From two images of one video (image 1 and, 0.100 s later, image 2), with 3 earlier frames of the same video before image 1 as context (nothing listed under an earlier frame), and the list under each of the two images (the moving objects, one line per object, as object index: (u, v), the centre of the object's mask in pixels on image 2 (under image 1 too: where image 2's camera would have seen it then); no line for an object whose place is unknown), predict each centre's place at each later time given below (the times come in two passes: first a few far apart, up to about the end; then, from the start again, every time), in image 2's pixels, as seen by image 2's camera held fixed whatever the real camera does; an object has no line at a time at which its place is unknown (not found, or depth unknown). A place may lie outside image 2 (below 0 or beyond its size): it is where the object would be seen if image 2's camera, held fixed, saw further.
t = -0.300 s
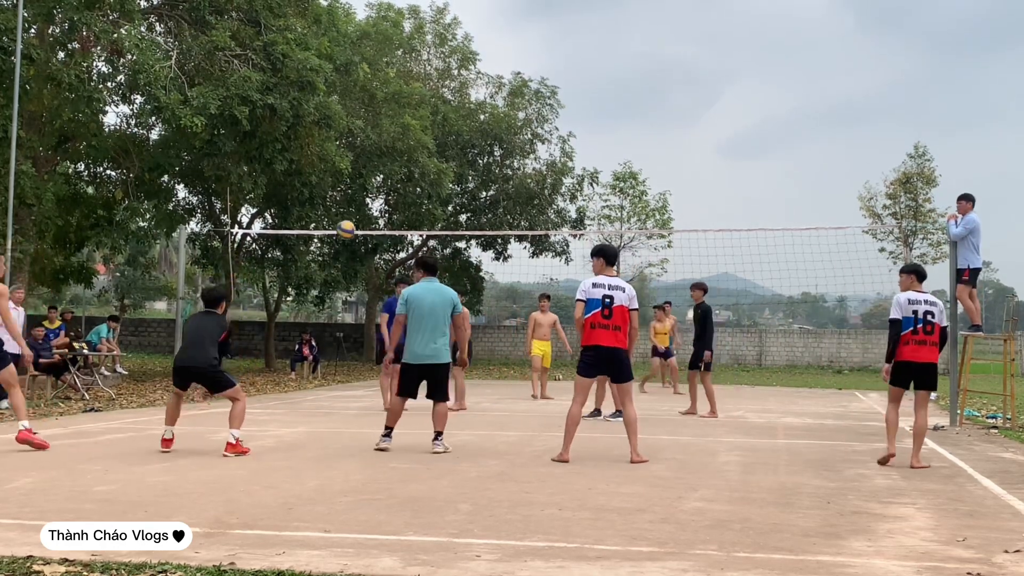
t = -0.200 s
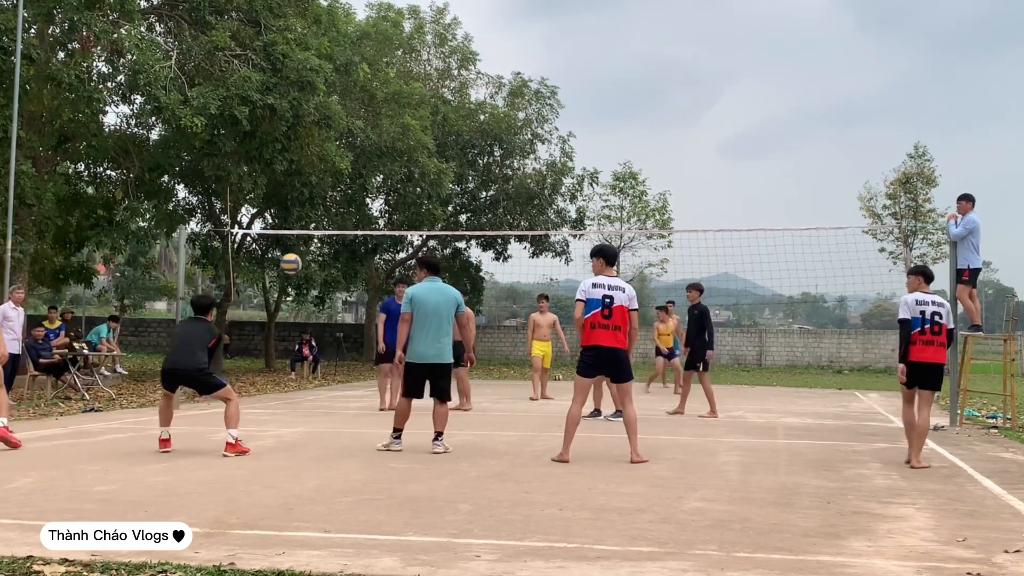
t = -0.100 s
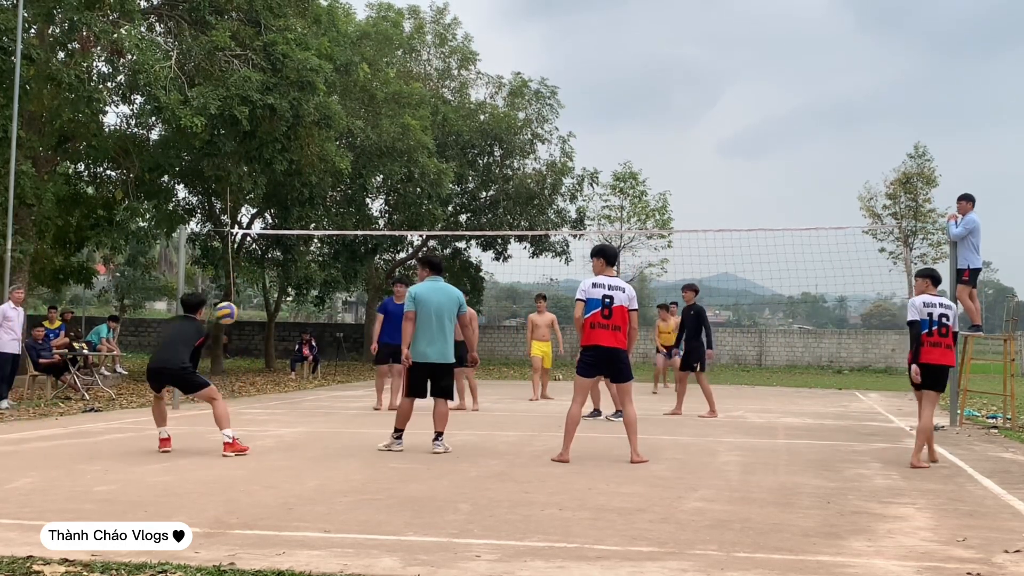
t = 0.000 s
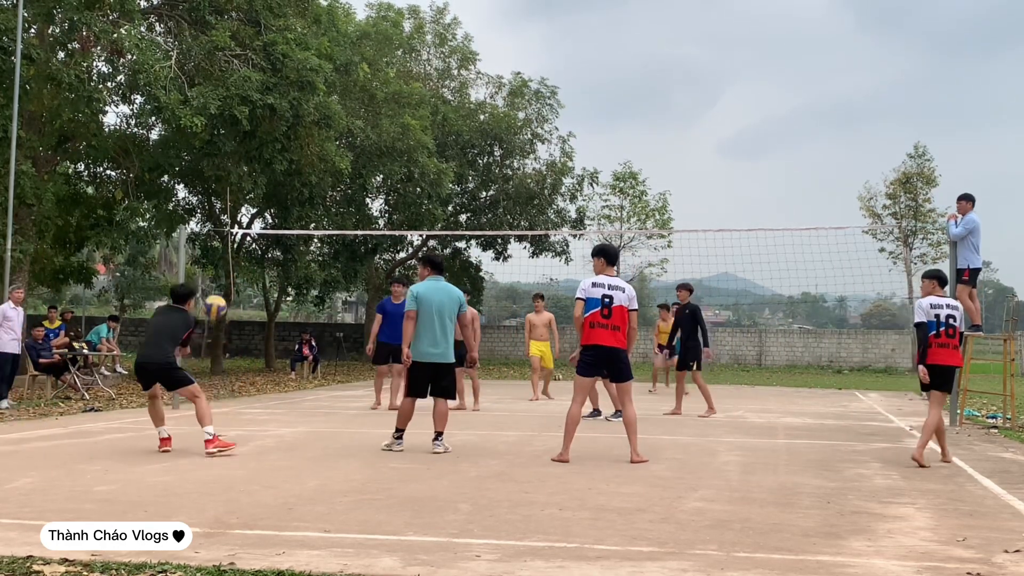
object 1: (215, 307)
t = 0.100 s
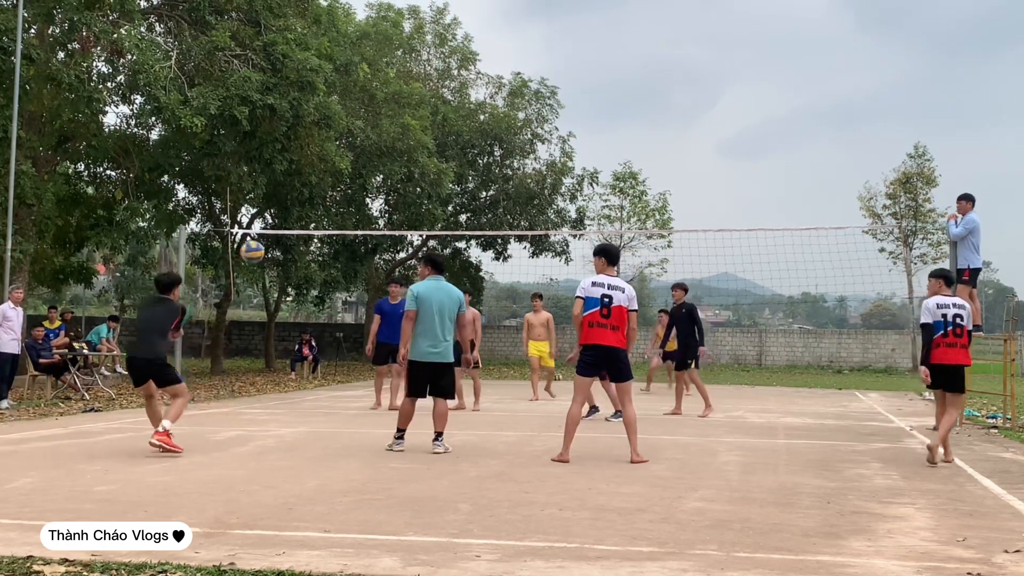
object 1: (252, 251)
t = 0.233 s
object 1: (301, 198)
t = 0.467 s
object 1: (376, 153)
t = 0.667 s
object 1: (434, 159)
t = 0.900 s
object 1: (496, 209)
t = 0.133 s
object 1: (265, 236)
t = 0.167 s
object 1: (277, 222)
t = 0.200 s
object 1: (289, 209)
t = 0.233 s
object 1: (301, 198)
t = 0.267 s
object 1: (312, 188)
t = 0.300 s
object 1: (322, 179)
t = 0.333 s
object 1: (334, 172)
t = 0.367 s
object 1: (344, 165)
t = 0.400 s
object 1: (355, 160)
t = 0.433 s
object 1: (366, 156)
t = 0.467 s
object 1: (376, 153)
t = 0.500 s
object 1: (386, 152)
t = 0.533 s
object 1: (396, 151)
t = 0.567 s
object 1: (406, 151)
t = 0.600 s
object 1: (415, 153)
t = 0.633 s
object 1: (426, 155)
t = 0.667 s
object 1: (434, 159)
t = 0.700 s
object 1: (444, 162)
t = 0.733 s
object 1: (453, 169)
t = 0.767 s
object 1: (461, 174)
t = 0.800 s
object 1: (470, 182)
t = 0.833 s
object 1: (479, 189)
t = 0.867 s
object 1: (487, 199)
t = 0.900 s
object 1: (496, 209)
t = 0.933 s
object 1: (504, 220)
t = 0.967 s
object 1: (512, 230)
